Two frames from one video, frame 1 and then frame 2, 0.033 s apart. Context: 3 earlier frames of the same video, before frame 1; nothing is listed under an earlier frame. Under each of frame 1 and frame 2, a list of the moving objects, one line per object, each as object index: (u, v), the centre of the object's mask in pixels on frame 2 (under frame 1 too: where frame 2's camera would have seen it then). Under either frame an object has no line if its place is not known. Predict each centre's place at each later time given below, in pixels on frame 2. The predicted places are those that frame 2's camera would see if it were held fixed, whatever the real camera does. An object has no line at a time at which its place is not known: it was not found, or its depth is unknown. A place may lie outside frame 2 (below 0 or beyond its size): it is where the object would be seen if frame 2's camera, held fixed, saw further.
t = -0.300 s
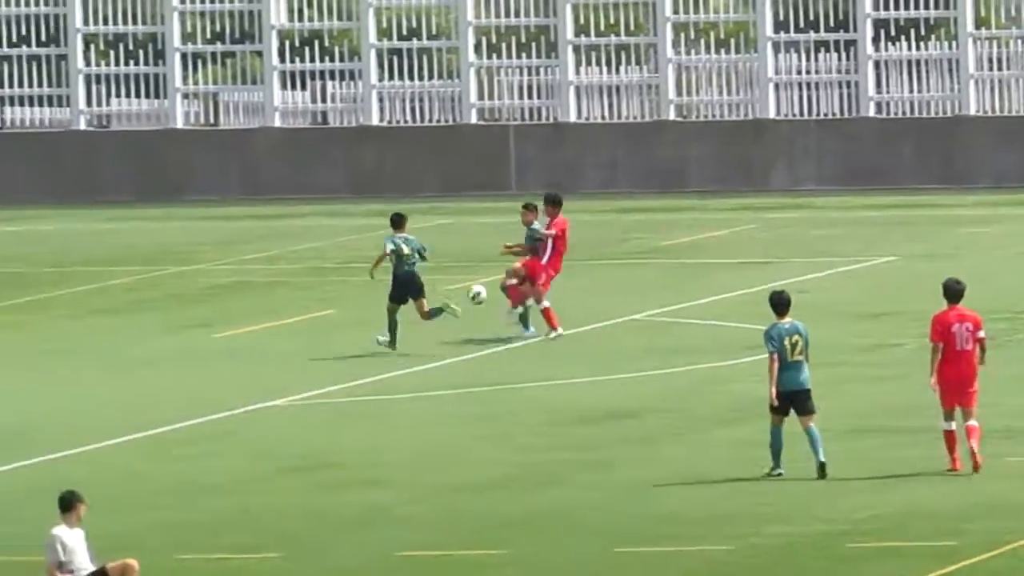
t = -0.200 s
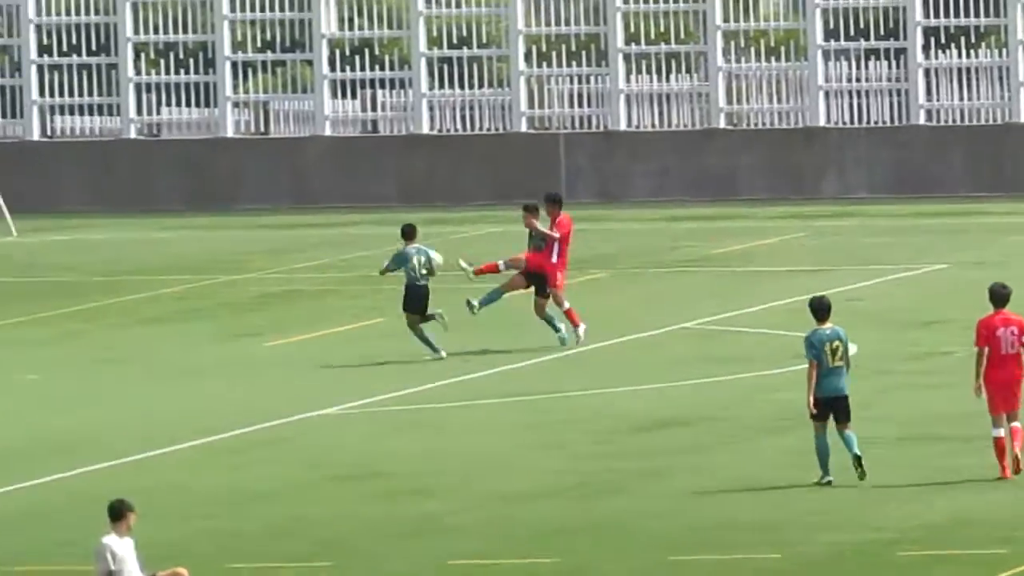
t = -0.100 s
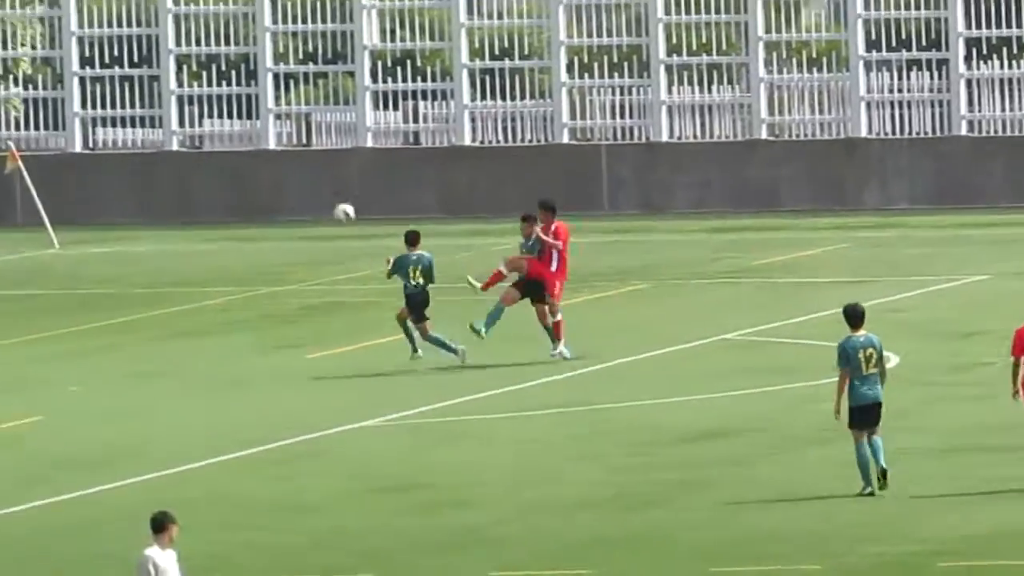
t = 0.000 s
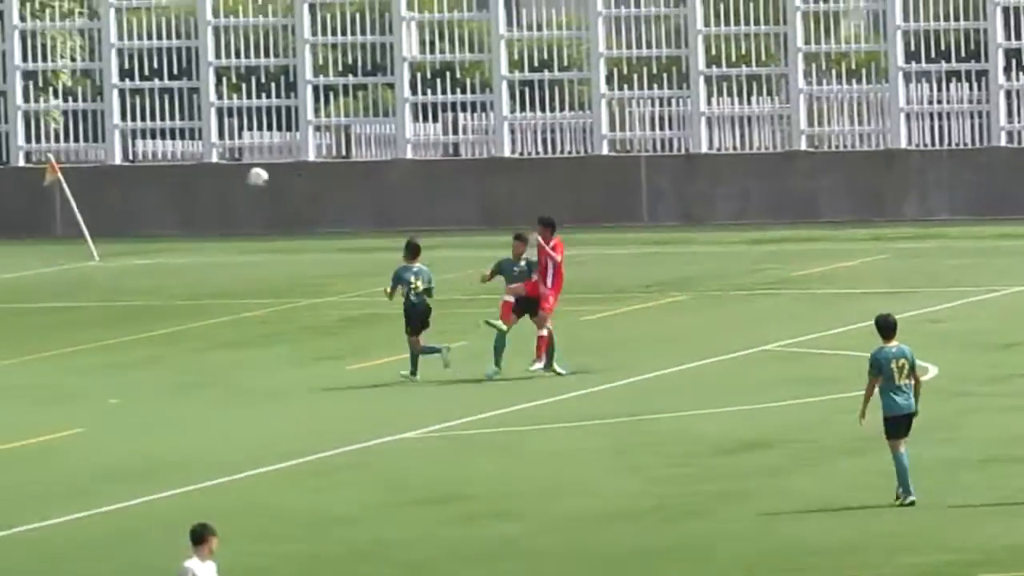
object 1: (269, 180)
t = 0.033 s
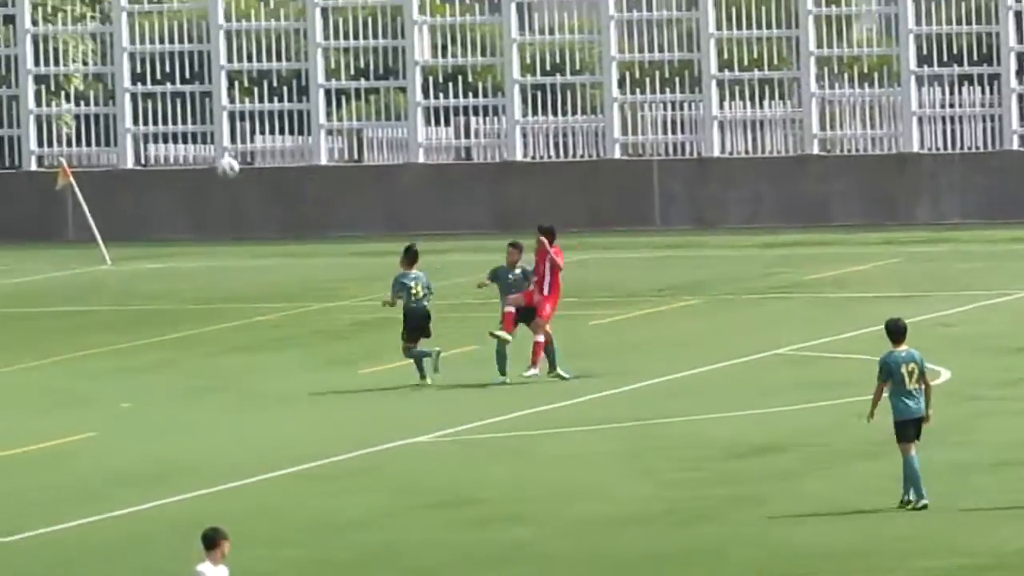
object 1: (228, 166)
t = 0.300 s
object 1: (-99, 97)
